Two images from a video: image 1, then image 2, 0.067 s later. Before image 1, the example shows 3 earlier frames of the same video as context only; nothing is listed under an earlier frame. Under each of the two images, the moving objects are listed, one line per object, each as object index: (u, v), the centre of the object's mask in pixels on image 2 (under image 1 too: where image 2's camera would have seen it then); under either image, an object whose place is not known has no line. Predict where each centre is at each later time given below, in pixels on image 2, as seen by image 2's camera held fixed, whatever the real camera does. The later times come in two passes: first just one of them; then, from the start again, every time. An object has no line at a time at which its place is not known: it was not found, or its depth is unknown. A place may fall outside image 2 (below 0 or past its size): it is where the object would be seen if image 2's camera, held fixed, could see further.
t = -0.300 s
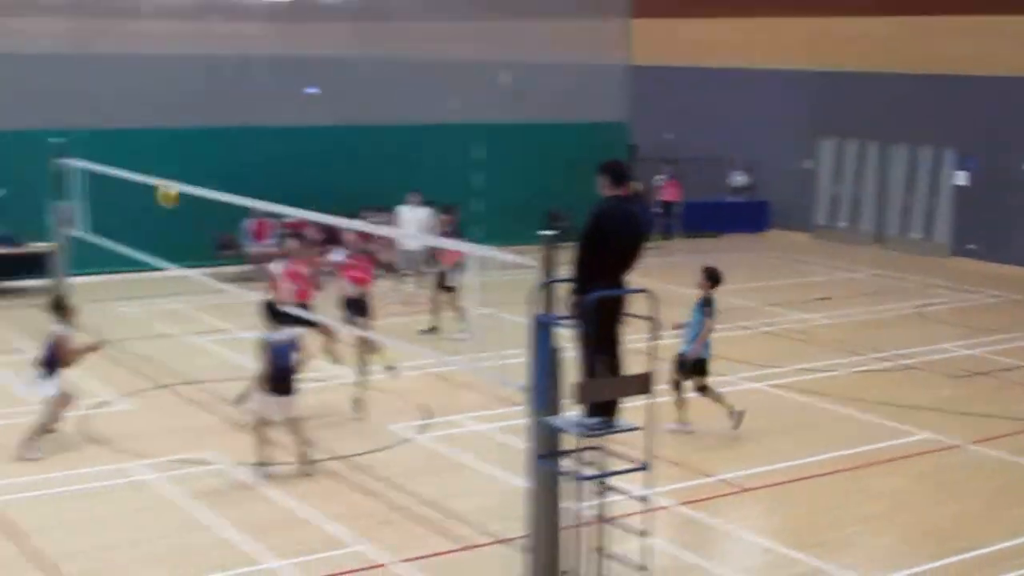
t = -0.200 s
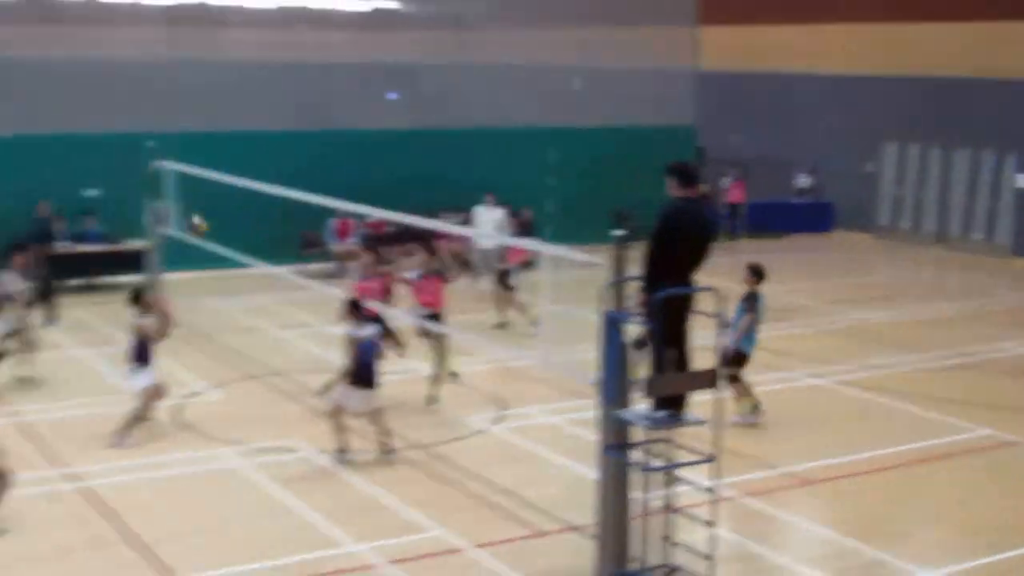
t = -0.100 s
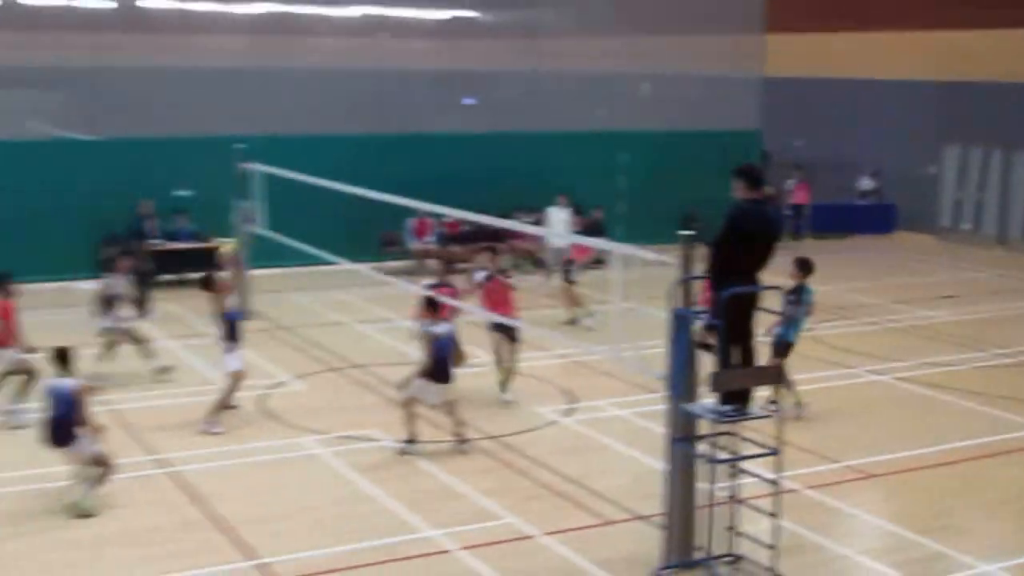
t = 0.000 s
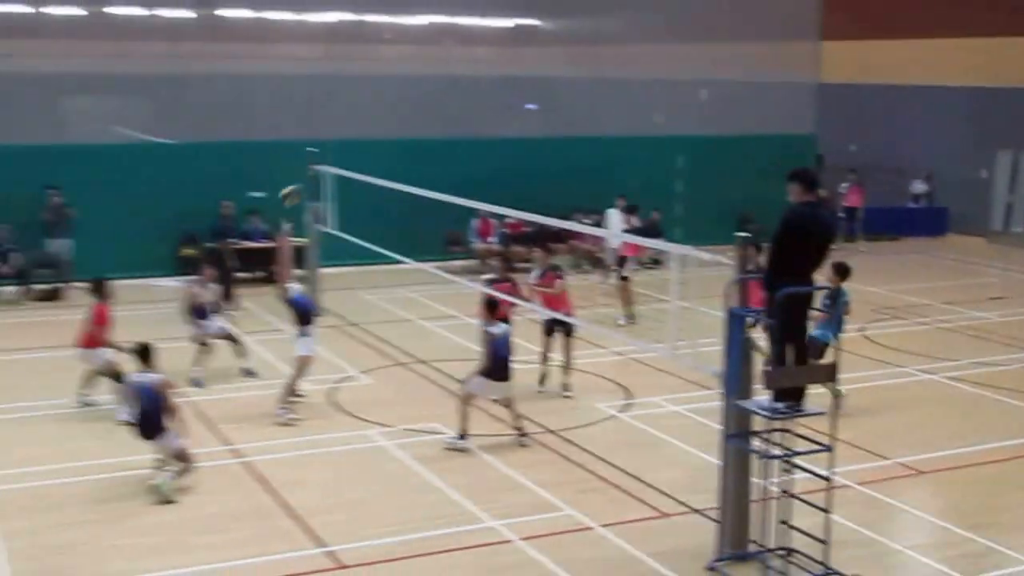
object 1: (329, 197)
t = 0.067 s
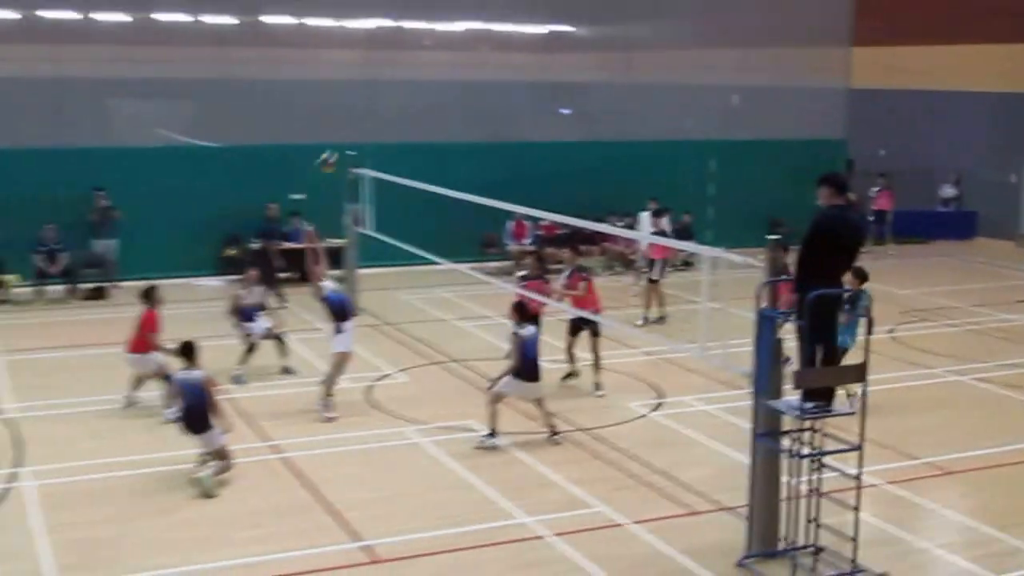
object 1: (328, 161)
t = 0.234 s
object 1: (323, 92)
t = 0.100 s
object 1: (327, 144)
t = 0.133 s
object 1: (324, 128)
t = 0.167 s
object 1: (326, 115)
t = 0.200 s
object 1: (324, 104)
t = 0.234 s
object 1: (323, 92)
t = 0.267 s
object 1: (322, 81)
